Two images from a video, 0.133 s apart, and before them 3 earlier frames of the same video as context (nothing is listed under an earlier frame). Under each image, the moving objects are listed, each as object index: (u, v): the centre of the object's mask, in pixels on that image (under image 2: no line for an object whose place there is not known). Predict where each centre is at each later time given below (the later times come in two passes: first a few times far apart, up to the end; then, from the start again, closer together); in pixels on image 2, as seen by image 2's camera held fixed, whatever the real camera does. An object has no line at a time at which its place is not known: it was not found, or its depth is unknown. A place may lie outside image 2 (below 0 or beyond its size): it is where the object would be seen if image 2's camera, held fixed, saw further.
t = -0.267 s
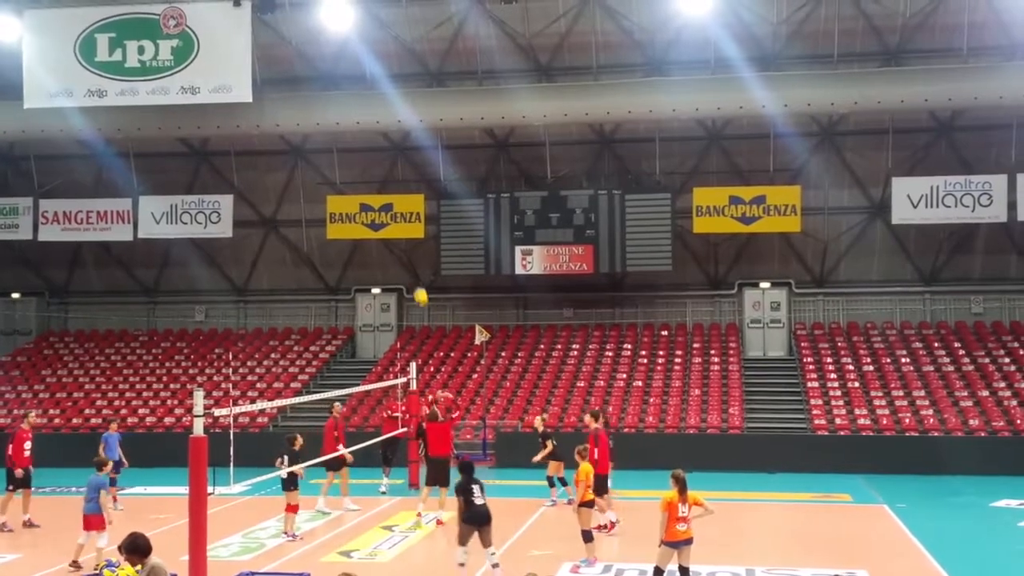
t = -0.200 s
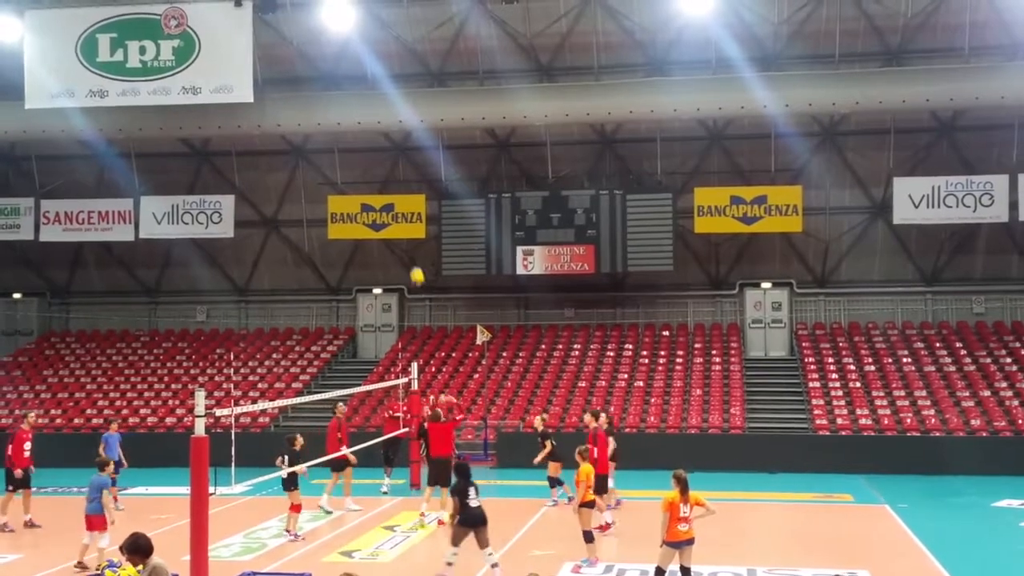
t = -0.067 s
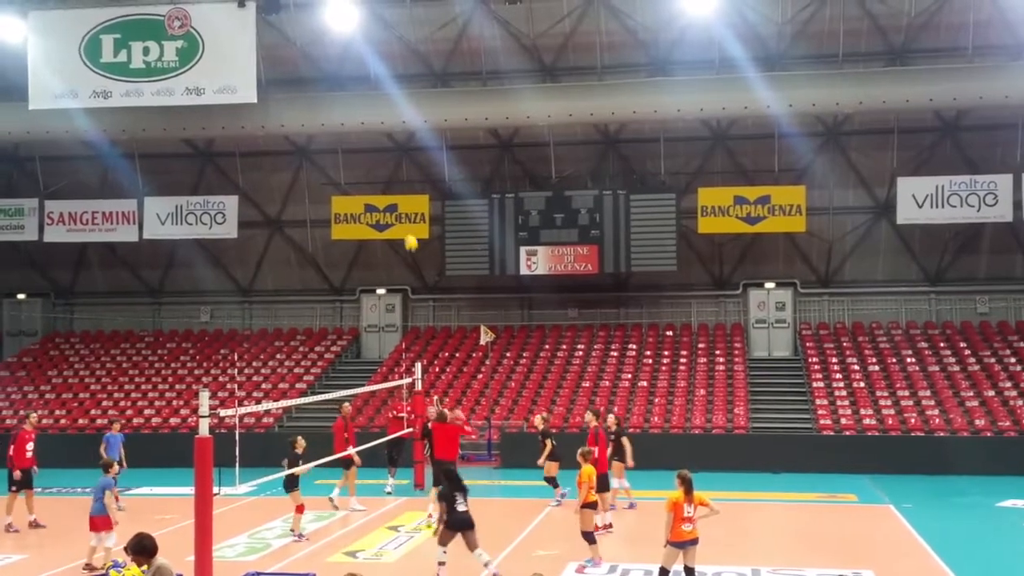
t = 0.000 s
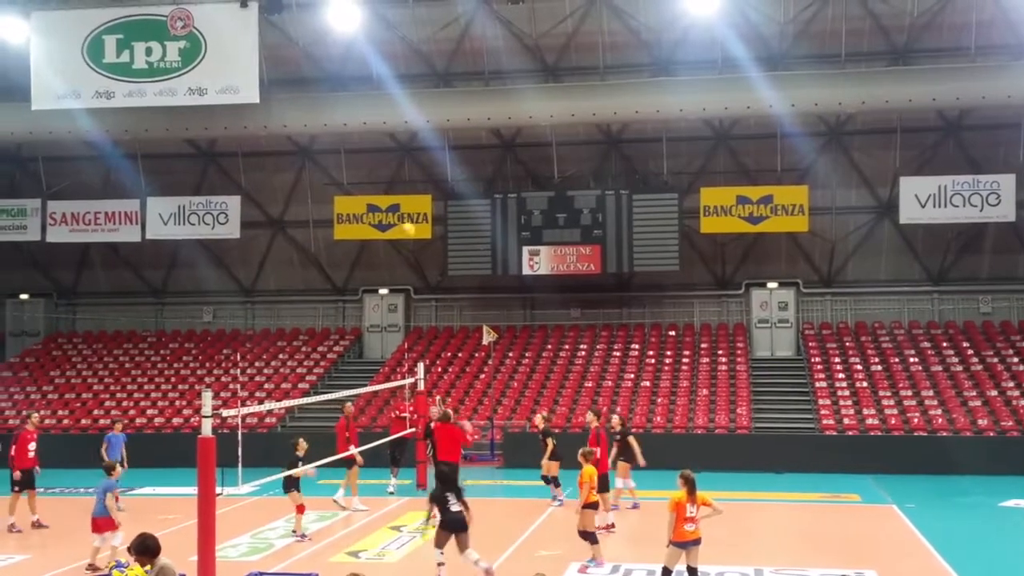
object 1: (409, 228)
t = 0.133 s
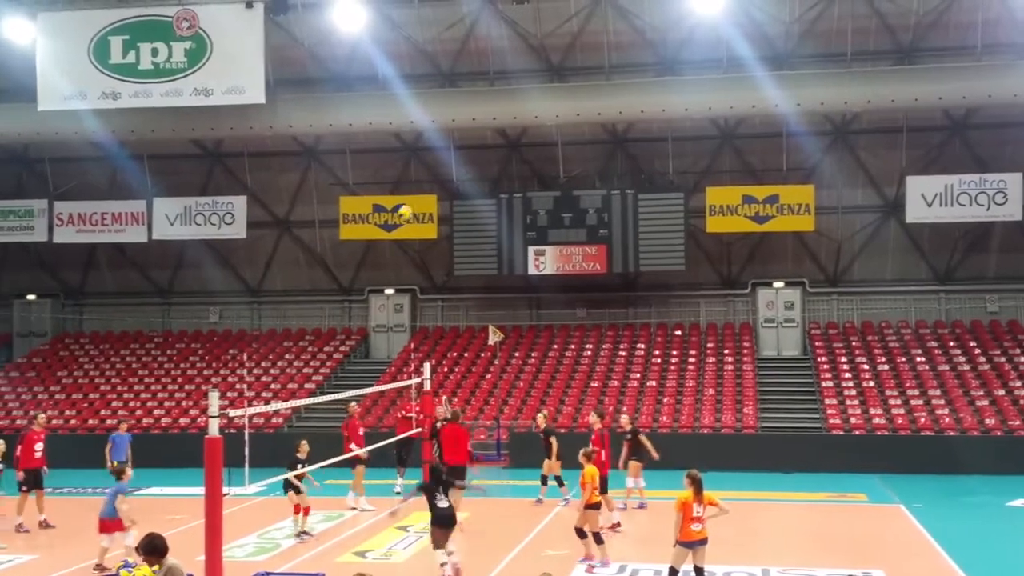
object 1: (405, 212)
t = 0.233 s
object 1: (398, 207)
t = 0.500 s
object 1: (379, 219)
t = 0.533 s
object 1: (378, 223)
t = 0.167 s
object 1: (402, 209)
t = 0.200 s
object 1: (400, 208)
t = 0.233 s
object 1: (398, 207)
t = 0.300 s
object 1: (393, 206)
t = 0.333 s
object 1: (390, 206)
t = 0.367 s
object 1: (388, 207)
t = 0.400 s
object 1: (386, 210)
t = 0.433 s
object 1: (384, 212)
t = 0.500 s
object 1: (379, 219)
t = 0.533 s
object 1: (378, 223)
